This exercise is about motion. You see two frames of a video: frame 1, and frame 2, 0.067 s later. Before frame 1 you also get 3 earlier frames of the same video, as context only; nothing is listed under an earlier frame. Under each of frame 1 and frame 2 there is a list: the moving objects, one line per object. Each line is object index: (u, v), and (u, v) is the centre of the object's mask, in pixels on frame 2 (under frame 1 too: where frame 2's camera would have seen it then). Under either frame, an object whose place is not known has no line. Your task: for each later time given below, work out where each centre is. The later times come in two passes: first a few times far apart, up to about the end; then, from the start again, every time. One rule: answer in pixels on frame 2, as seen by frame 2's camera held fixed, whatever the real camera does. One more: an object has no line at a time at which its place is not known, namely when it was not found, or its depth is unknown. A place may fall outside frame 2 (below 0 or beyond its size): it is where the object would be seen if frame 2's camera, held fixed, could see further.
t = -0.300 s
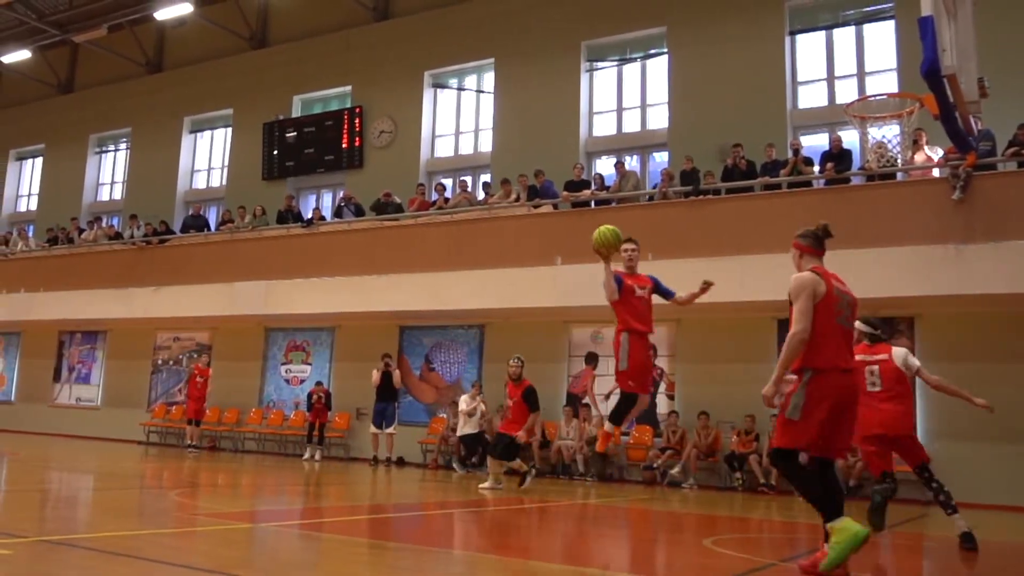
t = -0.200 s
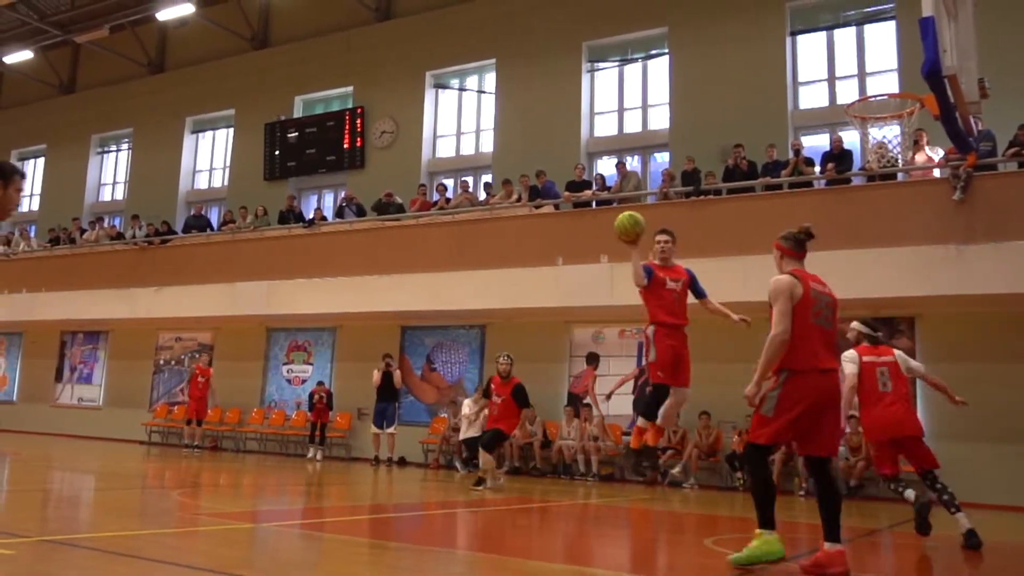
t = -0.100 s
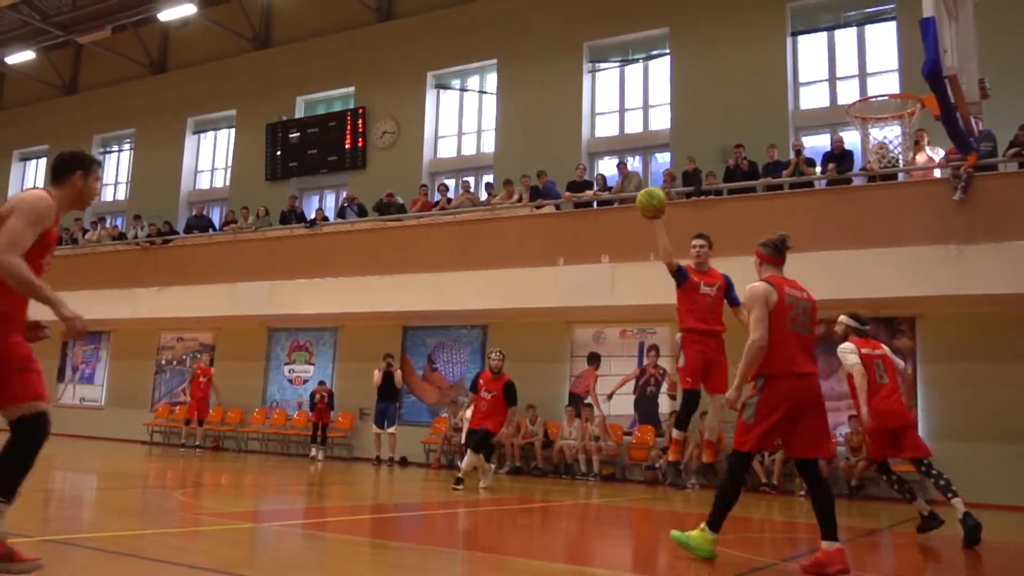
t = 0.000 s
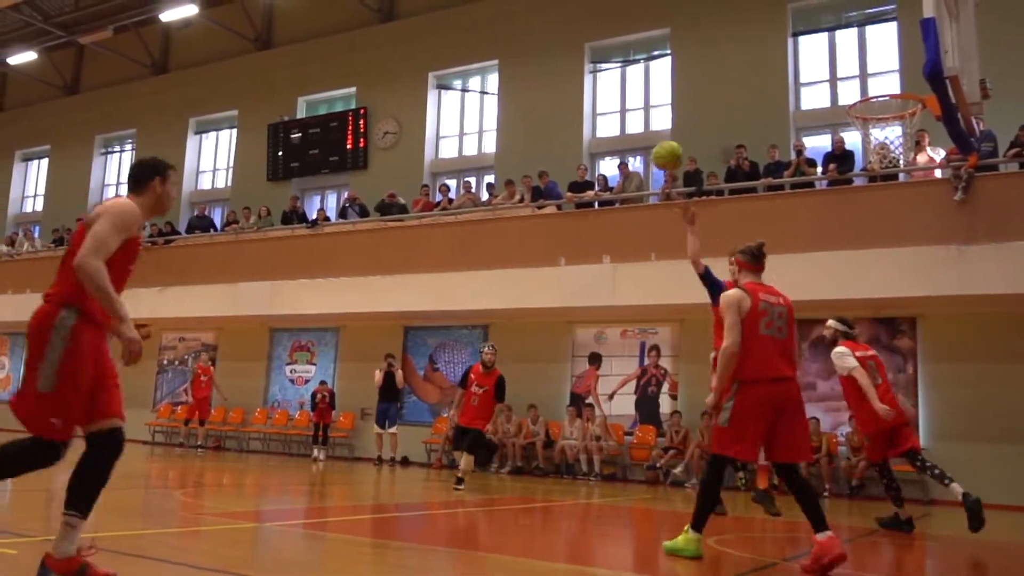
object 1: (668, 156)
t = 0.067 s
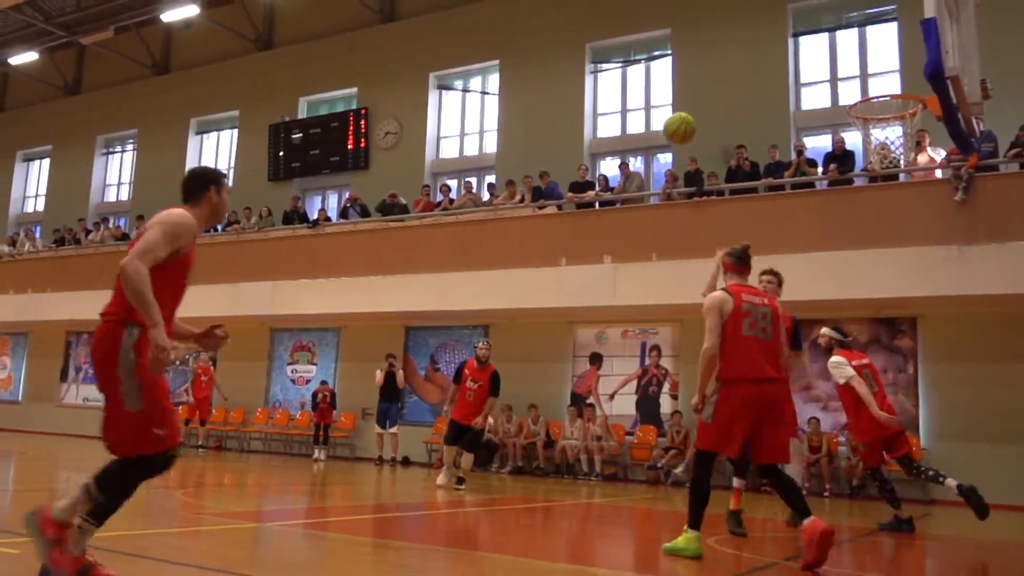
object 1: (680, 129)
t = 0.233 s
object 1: (705, 82)
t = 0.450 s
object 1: (749, 70)
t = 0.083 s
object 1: (681, 125)
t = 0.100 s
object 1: (684, 118)
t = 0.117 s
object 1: (688, 111)
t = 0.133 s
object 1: (689, 108)
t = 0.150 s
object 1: (692, 102)
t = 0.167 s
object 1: (695, 96)
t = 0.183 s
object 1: (697, 94)
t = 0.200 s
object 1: (700, 89)
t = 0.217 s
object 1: (704, 84)
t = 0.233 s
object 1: (705, 82)
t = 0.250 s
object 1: (709, 79)
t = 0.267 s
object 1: (712, 75)
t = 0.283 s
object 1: (714, 74)
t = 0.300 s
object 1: (718, 72)
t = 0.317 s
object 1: (722, 69)
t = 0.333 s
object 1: (724, 69)
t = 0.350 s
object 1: (728, 68)
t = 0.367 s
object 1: (731, 67)
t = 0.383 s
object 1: (733, 67)
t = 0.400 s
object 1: (738, 67)
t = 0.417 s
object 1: (743, 68)
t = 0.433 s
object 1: (745, 68)
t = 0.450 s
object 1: (749, 70)
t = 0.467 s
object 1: (754, 72)
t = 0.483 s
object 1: (757, 73)
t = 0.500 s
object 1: (761, 77)
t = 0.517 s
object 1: (766, 80)
